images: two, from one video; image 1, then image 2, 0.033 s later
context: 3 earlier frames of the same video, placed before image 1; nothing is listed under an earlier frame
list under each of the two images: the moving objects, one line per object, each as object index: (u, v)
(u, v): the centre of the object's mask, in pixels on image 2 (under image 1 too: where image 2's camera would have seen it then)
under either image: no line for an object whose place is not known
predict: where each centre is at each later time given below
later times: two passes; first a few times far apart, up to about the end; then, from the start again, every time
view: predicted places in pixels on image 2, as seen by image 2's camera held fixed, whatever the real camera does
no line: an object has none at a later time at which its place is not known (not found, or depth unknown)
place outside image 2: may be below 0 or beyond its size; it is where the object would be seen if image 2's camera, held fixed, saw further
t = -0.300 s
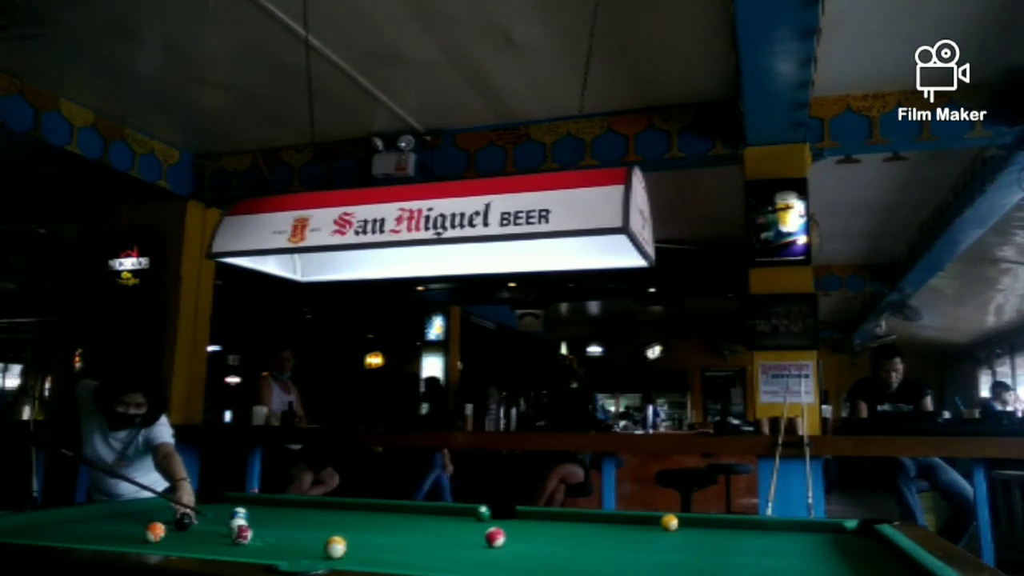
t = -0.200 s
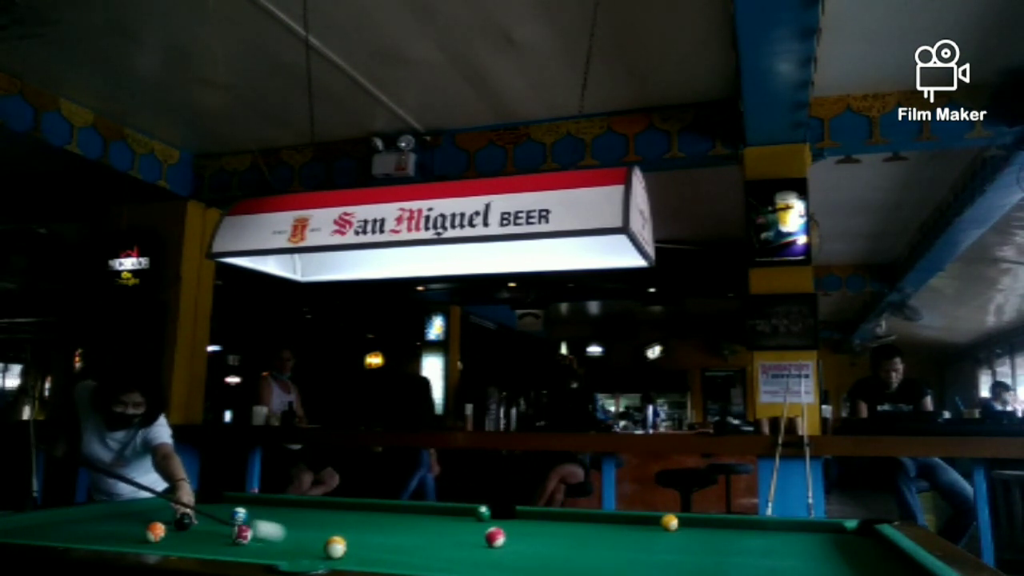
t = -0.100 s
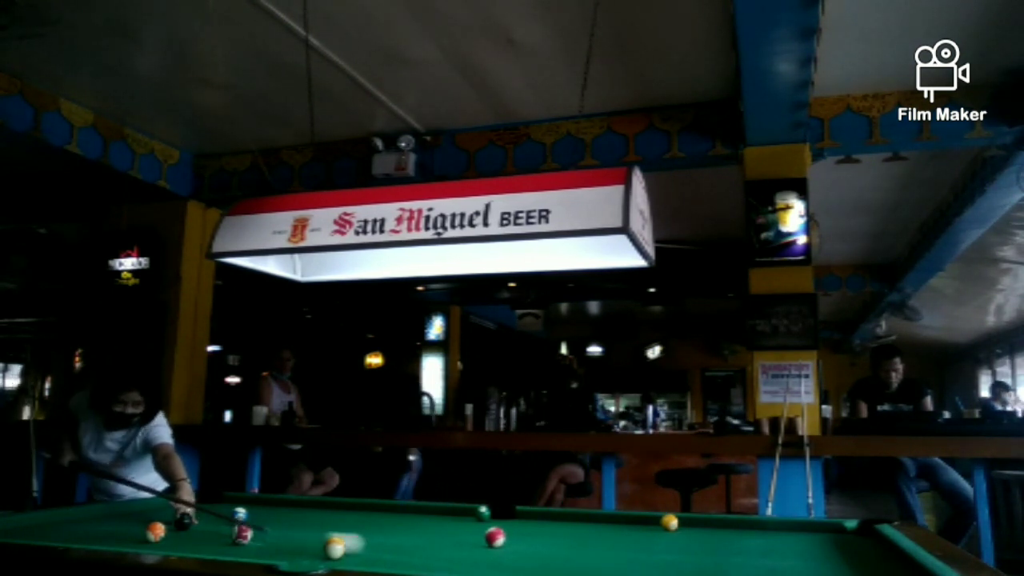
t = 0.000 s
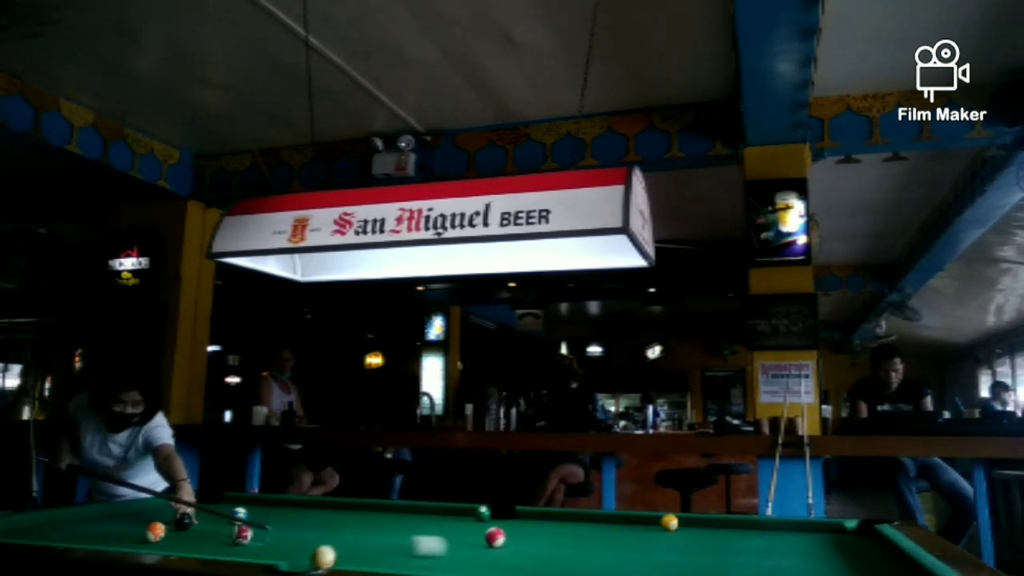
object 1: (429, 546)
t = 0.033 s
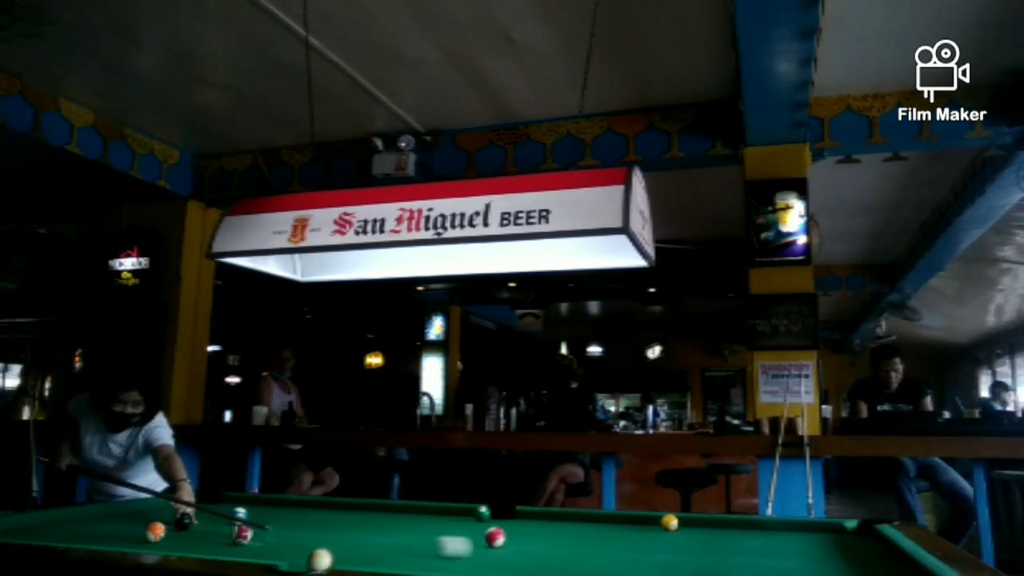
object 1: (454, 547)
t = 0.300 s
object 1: (652, 553)
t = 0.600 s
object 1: (877, 554)
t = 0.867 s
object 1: (808, 551)
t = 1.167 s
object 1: (709, 543)
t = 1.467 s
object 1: (623, 537)
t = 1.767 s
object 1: (548, 531)
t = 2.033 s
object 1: (489, 524)
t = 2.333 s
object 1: (432, 521)
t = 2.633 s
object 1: (382, 516)
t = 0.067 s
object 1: (477, 548)
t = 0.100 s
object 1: (504, 549)
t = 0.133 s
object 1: (528, 549)
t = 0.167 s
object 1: (552, 550)
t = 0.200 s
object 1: (577, 551)
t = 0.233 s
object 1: (602, 551)
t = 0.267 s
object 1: (627, 552)
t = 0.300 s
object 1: (652, 553)
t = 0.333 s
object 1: (677, 553)
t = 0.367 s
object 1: (702, 554)
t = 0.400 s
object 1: (727, 554)
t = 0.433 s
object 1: (753, 555)
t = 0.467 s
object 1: (778, 555)
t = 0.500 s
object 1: (804, 556)
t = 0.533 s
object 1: (829, 556)
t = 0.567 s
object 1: (854, 555)
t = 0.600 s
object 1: (877, 554)
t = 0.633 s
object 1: (892, 553)
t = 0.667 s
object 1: (881, 553)
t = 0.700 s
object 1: (869, 553)
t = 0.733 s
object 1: (857, 553)
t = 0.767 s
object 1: (845, 553)
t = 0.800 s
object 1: (833, 552)
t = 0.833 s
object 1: (820, 551)
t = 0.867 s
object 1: (808, 551)
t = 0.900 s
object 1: (796, 550)
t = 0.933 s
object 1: (785, 549)
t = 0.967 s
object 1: (774, 548)
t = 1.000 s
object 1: (762, 547)
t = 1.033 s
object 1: (751, 547)
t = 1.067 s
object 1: (740, 546)
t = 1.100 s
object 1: (730, 545)
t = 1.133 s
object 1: (719, 544)
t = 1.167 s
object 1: (709, 543)
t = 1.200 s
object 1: (699, 543)
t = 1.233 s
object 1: (689, 542)
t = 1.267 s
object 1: (679, 541)
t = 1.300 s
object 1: (669, 541)
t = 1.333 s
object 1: (660, 540)
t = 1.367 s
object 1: (651, 539)
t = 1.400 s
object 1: (641, 538)
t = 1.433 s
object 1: (632, 537)
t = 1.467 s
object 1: (623, 537)
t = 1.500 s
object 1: (614, 536)
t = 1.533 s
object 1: (606, 535)
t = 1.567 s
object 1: (597, 535)
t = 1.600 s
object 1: (588, 534)
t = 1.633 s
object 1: (580, 534)
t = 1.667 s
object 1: (572, 533)
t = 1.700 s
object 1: (564, 532)
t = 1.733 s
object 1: (556, 532)
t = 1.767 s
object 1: (548, 531)
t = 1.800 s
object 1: (541, 530)
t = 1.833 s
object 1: (533, 529)
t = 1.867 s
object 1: (525, 529)
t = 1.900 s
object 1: (518, 528)
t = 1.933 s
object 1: (512, 527)
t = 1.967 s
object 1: (505, 526)
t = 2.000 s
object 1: (497, 524)
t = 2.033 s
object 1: (489, 524)
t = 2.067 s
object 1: (483, 525)
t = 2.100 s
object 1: (476, 525)
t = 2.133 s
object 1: (470, 524)
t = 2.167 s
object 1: (463, 524)
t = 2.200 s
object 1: (457, 523)
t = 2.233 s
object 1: (451, 522)
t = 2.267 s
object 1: (444, 522)
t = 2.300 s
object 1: (438, 521)
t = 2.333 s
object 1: (432, 521)
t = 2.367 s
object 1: (426, 520)
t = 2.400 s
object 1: (421, 519)
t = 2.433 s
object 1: (415, 519)
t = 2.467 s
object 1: (409, 518)
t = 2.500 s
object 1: (404, 518)
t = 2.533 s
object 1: (398, 518)
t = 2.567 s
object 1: (393, 517)
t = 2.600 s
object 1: (388, 516)
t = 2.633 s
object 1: (382, 516)
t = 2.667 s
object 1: (377, 515)
